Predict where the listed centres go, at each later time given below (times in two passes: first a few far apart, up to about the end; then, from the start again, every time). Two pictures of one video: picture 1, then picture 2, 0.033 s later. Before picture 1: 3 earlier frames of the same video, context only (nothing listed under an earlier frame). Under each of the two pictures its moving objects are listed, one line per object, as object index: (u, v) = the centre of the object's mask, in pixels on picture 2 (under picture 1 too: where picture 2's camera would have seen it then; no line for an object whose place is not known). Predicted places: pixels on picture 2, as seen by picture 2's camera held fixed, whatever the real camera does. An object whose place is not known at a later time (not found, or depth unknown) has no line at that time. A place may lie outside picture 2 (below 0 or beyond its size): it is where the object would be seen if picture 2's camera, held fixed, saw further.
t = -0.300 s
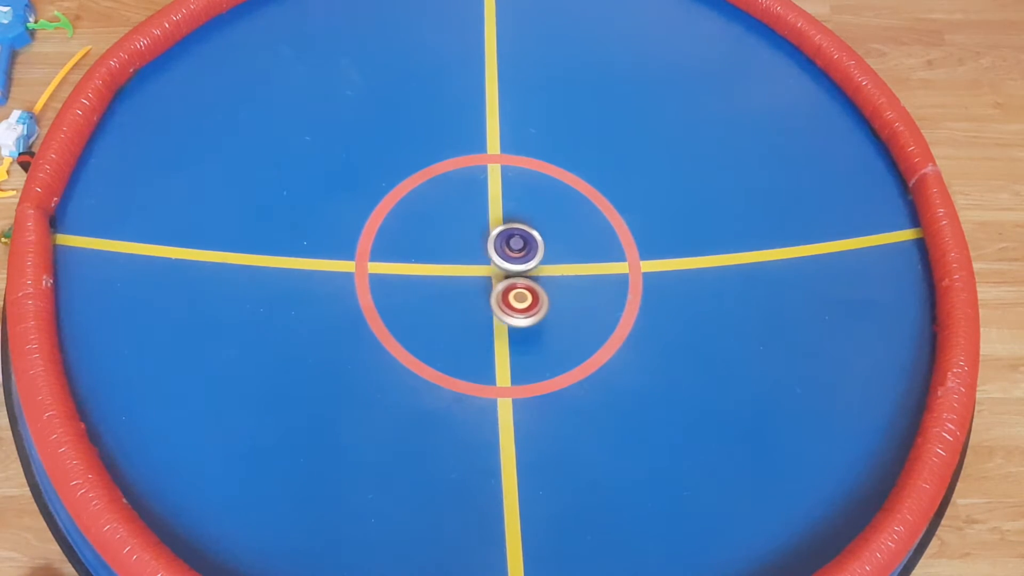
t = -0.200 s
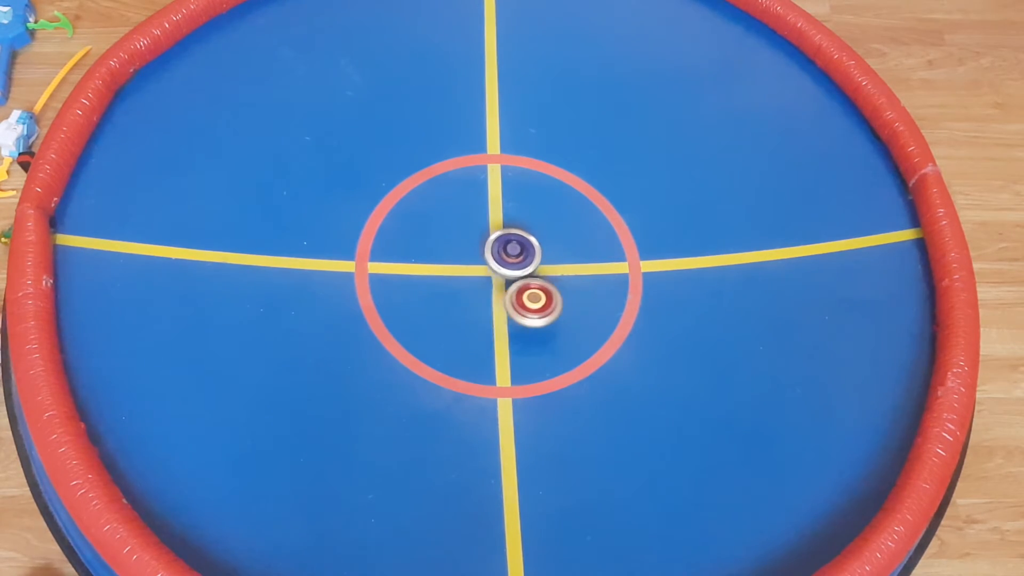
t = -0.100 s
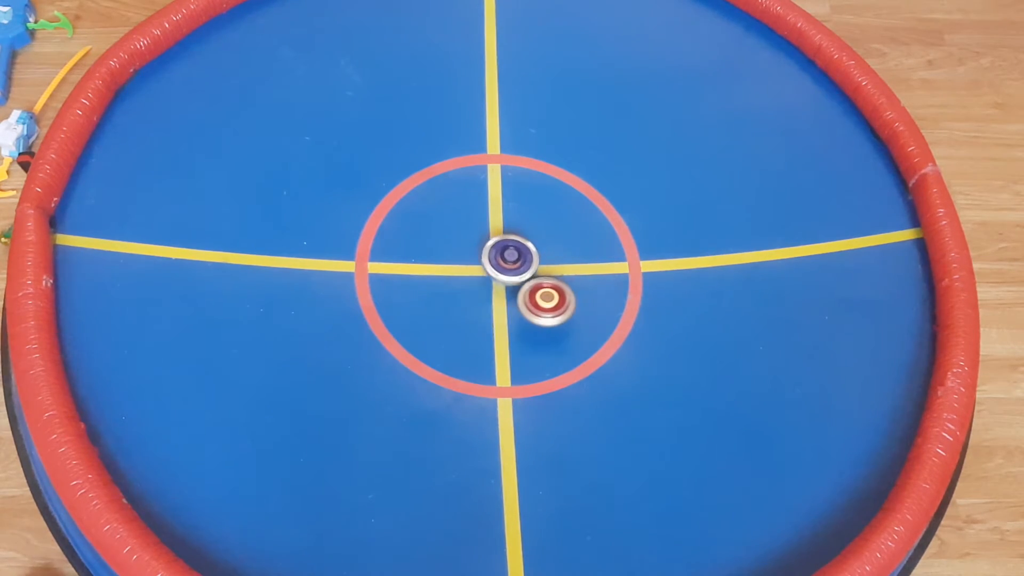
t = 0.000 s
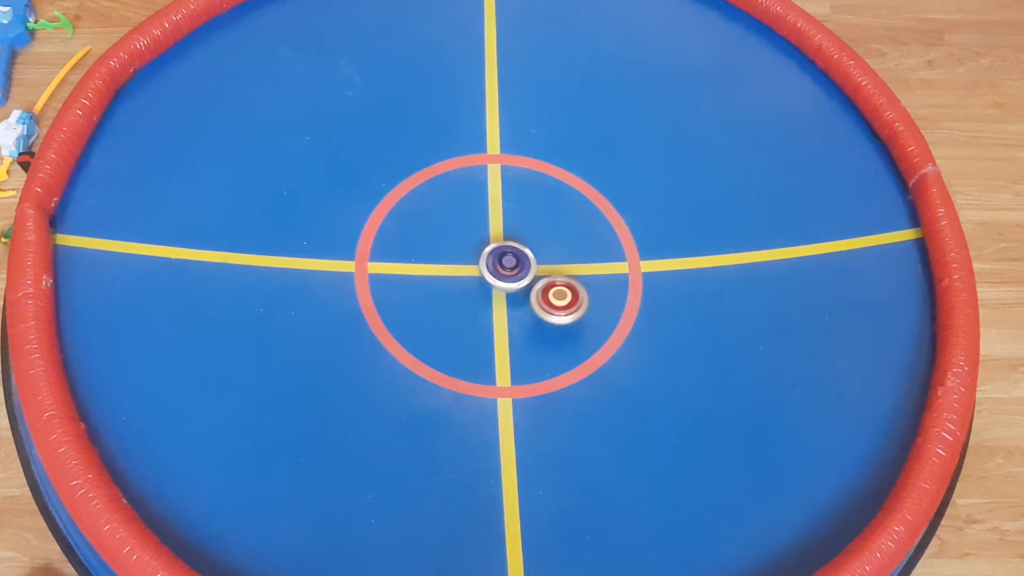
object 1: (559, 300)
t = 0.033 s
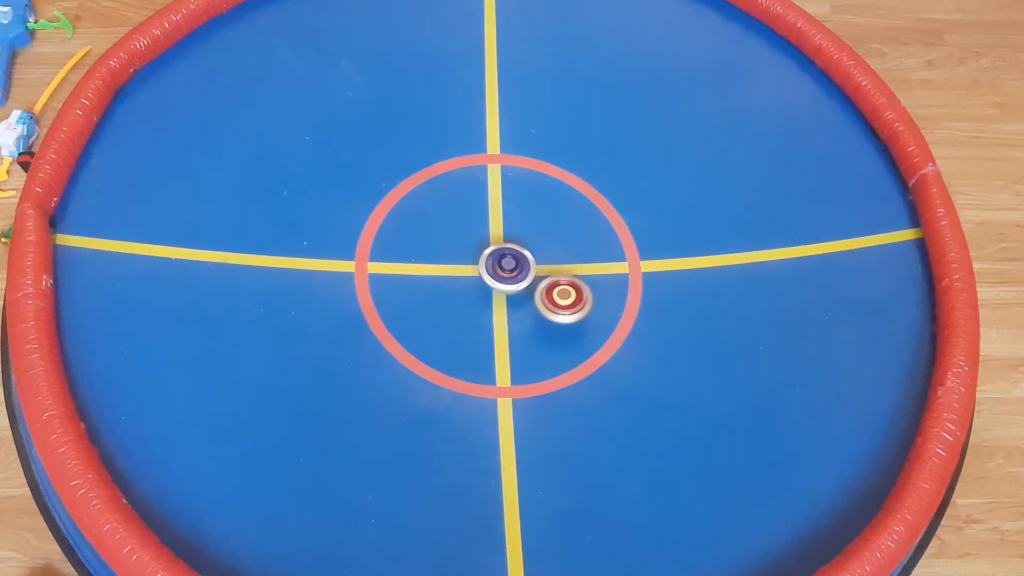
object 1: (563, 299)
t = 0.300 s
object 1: (593, 288)
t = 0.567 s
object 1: (613, 273)
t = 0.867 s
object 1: (616, 256)
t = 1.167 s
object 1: (594, 242)
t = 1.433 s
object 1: (564, 233)
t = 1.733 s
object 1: (526, 222)
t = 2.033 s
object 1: (490, 220)
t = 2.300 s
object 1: (466, 227)
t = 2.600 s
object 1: (452, 244)
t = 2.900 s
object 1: (457, 265)
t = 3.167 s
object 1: (477, 284)
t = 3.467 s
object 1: (507, 298)
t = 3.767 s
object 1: (546, 311)
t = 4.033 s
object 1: (578, 318)
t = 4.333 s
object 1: (605, 310)
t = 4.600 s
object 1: (612, 292)
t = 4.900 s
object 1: (600, 262)
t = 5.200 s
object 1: (575, 236)
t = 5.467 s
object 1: (589, 167)
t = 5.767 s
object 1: (575, 132)
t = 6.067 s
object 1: (540, 130)
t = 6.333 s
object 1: (513, 158)
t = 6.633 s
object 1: (505, 201)
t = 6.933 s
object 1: (527, 244)
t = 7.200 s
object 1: (440, 134)
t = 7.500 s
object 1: (436, 116)
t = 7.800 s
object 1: (418, 125)
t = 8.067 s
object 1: (423, 162)
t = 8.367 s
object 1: (455, 197)
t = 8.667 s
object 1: (498, 206)
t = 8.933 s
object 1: (532, 192)
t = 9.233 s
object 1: (550, 161)
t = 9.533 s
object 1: (538, 133)
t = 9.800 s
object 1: (511, 136)
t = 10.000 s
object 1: (499, 155)
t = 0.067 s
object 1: (568, 298)
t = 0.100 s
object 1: (571, 297)
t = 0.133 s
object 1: (575, 296)
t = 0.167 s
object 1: (579, 294)
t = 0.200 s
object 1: (583, 293)
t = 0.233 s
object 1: (586, 291)
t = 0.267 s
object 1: (589, 290)
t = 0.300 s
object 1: (593, 288)
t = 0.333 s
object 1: (596, 286)
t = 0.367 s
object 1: (599, 284)
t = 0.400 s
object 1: (602, 282)
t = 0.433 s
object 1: (604, 280)
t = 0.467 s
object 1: (607, 279)
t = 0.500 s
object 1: (609, 277)
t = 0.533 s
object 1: (611, 275)
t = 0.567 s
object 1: (613, 273)
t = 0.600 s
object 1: (615, 271)
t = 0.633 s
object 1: (616, 269)
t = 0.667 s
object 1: (617, 267)
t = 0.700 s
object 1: (617, 266)
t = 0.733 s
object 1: (617, 264)
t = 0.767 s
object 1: (617, 262)
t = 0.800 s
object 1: (617, 260)
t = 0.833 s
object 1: (617, 258)
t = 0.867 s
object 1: (616, 256)
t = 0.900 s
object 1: (615, 254)
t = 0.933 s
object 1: (613, 252)
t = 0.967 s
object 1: (611, 251)
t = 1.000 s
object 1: (609, 249)
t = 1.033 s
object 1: (606, 248)
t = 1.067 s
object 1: (603, 246)
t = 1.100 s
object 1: (600, 245)
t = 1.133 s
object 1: (598, 244)
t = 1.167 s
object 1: (594, 242)
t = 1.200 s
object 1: (591, 241)
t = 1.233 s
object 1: (588, 239)
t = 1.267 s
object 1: (584, 238)
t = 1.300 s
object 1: (581, 237)
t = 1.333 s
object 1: (577, 236)
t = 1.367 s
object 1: (573, 234)
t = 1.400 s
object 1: (568, 234)
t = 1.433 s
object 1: (564, 233)
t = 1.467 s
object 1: (560, 232)
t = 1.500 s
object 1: (556, 231)
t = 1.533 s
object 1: (551, 230)
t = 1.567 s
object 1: (547, 229)
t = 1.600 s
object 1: (542, 227)
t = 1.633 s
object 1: (538, 226)
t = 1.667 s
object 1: (534, 224)
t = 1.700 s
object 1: (530, 223)
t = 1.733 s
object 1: (526, 222)
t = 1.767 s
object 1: (522, 222)
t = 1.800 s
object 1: (517, 221)
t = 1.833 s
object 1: (513, 220)
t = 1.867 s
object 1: (509, 220)
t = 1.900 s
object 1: (505, 220)
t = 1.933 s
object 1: (501, 220)
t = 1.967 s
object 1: (497, 220)
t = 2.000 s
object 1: (493, 220)
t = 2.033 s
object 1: (490, 220)
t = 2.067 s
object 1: (487, 221)
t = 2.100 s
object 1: (483, 221)
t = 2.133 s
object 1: (480, 222)
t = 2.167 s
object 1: (477, 223)
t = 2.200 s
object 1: (474, 224)
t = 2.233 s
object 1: (471, 225)
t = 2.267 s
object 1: (468, 226)
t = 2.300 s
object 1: (466, 227)
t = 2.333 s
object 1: (463, 229)
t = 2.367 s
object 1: (461, 230)
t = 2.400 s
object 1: (459, 232)
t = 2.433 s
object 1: (457, 233)
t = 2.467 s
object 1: (456, 235)
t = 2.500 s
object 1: (455, 237)
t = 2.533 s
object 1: (454, 239)
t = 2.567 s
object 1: (453, 241)
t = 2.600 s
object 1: (452, 244)
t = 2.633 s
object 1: (452, 246)
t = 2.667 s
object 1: (452, 248)
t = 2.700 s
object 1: (451, 251)
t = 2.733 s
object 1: (452, 253)
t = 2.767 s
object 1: (452, 256)
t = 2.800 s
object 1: (453, 258)
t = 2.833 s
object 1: (454, 260)
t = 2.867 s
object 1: (456, 263)
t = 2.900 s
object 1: (457, 265)
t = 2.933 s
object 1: (459, 268)
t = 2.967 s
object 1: (462, 270)
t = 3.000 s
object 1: (464, 273)
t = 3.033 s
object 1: (466, 275)
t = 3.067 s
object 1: (469, 277)
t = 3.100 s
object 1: (472, 279)
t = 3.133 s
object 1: (474, 282)
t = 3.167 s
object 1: (477, 284)
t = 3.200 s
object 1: (480, 286)
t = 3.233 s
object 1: (483, 288)
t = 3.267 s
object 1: (486, 290)
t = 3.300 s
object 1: (489, 291)
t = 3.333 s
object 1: (493, 293)
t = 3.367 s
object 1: (496, 295)
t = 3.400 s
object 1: (500, 295)
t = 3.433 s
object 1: (503, 297)
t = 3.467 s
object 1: (507, 298)
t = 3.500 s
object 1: (511, 299)
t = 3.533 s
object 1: (515, 300)
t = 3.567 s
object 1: (519, 301)
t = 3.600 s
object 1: (523, 302)
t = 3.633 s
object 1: (527, 303)
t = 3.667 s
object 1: (533, 305)
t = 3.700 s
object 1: (538, 308)
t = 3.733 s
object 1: (542, 309)
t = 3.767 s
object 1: (546, 311)
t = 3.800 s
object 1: (550, 313)
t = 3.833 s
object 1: (554, 314)
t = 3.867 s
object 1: (558, 316)
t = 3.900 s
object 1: (562, 317)
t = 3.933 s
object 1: (566, 317)
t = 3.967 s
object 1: (570, 318)
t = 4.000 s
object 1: (574, 318)
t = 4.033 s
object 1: (578, 318)
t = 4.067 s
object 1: (582, 318)
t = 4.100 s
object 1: (585, 318)
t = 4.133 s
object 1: (589, 317)
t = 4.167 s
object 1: (592, 316)
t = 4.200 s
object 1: (595, 316)
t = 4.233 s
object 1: (598, 315)
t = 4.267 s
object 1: (600, 313)
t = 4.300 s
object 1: (603, 312)
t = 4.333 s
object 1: (605, 310)
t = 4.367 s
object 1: (606, 308)
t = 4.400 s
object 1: (608, 306)
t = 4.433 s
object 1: (609, 304)
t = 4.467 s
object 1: (610, 301)
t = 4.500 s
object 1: (611, 299)
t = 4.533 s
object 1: (612, 297)
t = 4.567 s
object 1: (612, 295)
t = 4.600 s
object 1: (612, 292)
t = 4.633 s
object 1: (611, 289)
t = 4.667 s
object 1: (611, 285)
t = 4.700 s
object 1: (610, 282)
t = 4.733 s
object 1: (609, 278)
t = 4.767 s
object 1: (608, 276)
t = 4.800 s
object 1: (607, 272)
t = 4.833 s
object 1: (605, 269)
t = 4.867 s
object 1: (603, 266)
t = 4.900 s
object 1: (600, 262)
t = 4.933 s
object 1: (598, 259)
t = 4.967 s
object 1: (596, 256)
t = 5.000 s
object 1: (594, 253)
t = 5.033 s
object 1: (591, 250)
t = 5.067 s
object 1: (588, 247)
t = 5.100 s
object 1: (585, 244)
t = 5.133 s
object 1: (582, 241)
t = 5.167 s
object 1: (579, 239)
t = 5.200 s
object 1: (575, 236)
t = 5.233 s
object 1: (572, 233)
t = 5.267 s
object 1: (576, 218)
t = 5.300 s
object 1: (581, 202)
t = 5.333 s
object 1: (585, 190)
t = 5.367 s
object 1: (587, 181)
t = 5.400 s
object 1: (588, 175)
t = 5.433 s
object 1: (588, 171)
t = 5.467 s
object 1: (589, 167)
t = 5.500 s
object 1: (589, 162)
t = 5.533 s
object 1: (588, 158)
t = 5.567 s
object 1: (587, 153)
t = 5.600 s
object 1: (586, 150)
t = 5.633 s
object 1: (585, 145)
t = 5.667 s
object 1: (583, 142)
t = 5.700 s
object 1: (581, 138)
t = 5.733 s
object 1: (578, 135)
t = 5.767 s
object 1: (575, 132)
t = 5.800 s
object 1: (572, 130)
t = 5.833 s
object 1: (568, 128)
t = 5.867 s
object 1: (565, 127)
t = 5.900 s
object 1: (561, 126)
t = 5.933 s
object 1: (557, 126)
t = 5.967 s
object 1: (552, 126)
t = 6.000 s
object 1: (548, 127)
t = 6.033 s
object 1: (544, 128)
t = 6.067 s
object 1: (540, 130)
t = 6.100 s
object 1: (536, 132)
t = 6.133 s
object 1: (532, 135)
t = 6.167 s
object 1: (528, 138)
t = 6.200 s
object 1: (524, 142)
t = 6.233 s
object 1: (521, 145)
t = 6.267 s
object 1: (518, 149)
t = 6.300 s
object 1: (515, 153)
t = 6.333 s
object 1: (513, 158)
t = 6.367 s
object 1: (511, 162)
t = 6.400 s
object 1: (508, 167)
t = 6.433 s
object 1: (507, 172)
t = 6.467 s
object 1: (506, 176)
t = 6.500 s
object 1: (505, 181)
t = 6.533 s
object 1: (504, 186)
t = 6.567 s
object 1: (504, 191)
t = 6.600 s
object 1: (504, 196)
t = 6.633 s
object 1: (505, 201)
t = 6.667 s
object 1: (506, 206)
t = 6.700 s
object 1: (507, 211)
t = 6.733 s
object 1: (509, 217)
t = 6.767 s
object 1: (511, 221)
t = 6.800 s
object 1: (514, 226)
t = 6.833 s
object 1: (516, 231)
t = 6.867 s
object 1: (519, 235)
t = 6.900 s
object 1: (523, 240)
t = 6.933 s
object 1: (527, 244)
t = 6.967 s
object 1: (518, 231)
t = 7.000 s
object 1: (503, 209)
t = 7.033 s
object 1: (487, 189)
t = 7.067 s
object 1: (474, 172)
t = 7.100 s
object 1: (463, 159)
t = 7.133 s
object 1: (452, 148)
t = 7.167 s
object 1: (445, 140)
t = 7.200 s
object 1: (440, 134)
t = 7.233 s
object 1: (438, 130)
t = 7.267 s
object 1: (437, 127)
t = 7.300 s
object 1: (437, 124)
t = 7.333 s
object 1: (438, 122)
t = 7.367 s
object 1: (438, 121)
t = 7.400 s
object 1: (438, 120)
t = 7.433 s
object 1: (438, 118)
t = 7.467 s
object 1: (437, 116)
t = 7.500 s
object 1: (436, 116)
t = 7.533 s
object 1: (434, 115)
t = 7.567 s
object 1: (433, 114)
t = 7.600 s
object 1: (431, 114)
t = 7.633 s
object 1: (428, 115)
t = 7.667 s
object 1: (426, 115)
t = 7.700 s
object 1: (423, 117)
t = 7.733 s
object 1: (421, 119)
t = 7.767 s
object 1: (419, 121)
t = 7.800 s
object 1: (418, 125)
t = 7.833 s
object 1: (417, 129)
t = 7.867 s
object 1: (416, 133)
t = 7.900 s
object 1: (416, 137)
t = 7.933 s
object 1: (417, 142)
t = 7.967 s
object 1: (417, 147)
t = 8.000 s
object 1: (419, 151)
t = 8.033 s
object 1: (421, 156)
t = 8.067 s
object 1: (423, 162)
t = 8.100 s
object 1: (425, 166)
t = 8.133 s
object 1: (428, 171)
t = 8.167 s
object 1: (431, 175)
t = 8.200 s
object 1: (434, 179)
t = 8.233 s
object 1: (438, 183)
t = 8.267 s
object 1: (442, 187)
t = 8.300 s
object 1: (446, 191)
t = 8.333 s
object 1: (450, 194)
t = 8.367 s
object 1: (455, 197)
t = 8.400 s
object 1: (459, 199)
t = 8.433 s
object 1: (464, 201)
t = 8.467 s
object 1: (469, 203)
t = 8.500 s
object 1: (474, 205)
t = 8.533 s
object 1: (478, 206)
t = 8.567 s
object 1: (483, 206)
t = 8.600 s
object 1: (488, 207)
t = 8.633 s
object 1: (493, 206)
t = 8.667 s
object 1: (498, 206)
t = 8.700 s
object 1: (503, 205)
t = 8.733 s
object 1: (508, 204)
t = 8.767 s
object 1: (513, 203)
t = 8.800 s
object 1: (517, 201)
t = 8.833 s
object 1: (521, 199)
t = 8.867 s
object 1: (525, 197)
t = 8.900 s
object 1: (529, 194)
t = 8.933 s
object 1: (532, 192)
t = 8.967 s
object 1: (535, 189)
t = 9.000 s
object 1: (538, 186)
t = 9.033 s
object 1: (541, 182)
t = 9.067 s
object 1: (543, 179)
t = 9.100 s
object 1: (545, 176)
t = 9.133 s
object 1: (547, 172)
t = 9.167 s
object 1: (549, 169)
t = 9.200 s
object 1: (549, 165)
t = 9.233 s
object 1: (550, 161)
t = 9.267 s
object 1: (550, 158)
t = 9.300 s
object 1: (550, 154)
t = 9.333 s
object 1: (549, 150)
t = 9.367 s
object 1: (548, 147)
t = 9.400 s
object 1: (547, 144)
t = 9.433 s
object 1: (545, 141)
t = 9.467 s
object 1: (543, 138)
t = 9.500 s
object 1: (541, 135)
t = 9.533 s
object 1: (538, 133)
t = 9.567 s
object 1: (535, 132)
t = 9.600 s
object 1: (531, 131)
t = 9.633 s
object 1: (528, 130)
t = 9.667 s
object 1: (525, 130)
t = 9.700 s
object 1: (521, 131)
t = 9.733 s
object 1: (518, 132)
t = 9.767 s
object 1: (514, 134)
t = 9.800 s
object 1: (511, 136)
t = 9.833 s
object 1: (509, 138)
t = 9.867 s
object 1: (506, 141)
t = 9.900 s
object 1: (503, 144)
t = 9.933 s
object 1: (502, 147)
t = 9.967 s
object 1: (500, 151)
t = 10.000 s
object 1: (499, 155)
